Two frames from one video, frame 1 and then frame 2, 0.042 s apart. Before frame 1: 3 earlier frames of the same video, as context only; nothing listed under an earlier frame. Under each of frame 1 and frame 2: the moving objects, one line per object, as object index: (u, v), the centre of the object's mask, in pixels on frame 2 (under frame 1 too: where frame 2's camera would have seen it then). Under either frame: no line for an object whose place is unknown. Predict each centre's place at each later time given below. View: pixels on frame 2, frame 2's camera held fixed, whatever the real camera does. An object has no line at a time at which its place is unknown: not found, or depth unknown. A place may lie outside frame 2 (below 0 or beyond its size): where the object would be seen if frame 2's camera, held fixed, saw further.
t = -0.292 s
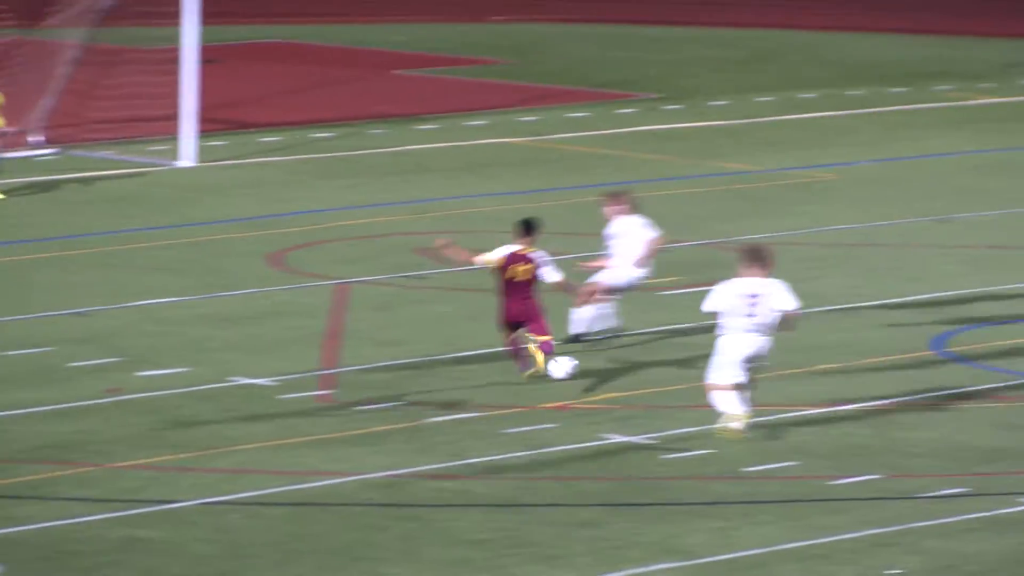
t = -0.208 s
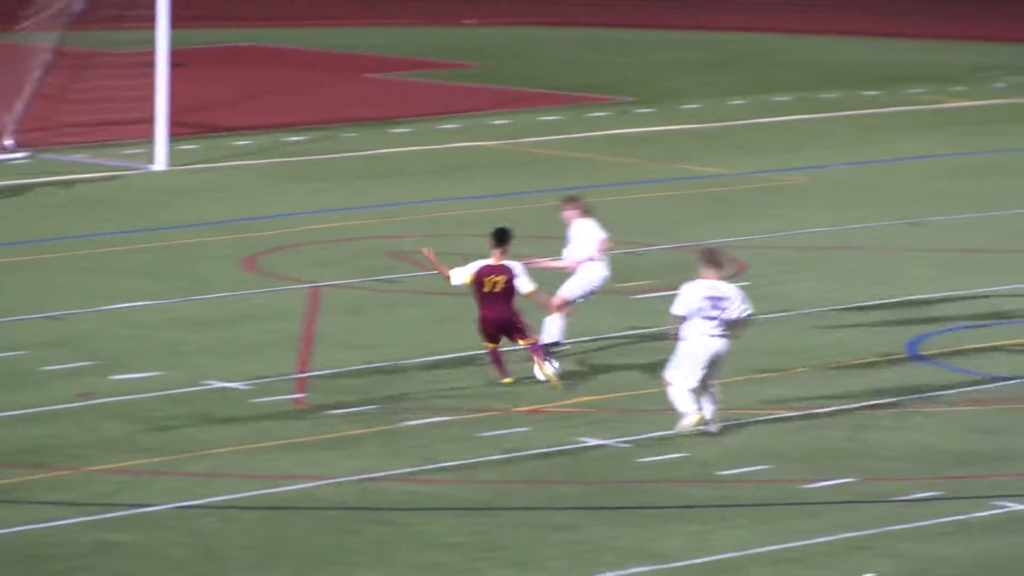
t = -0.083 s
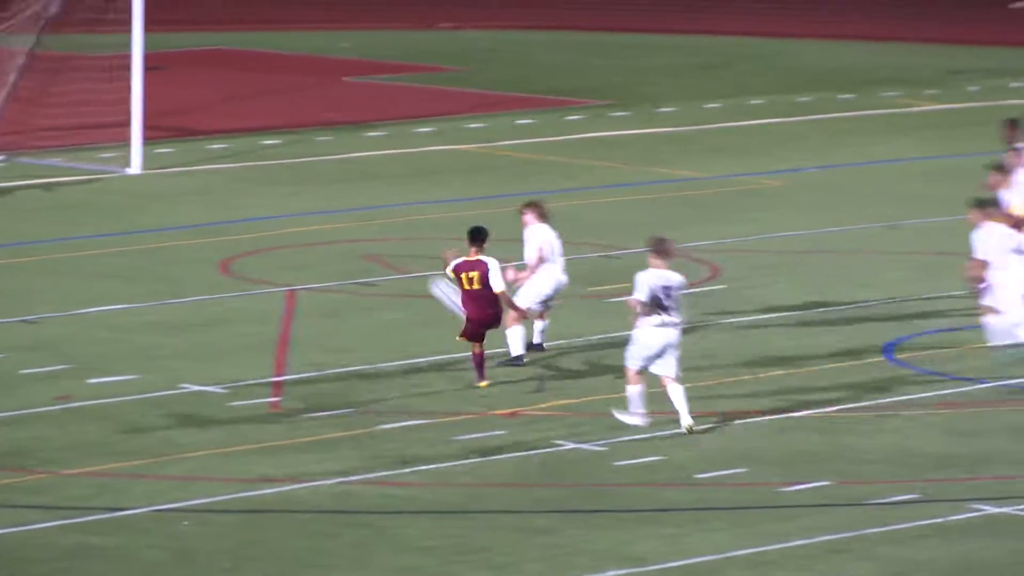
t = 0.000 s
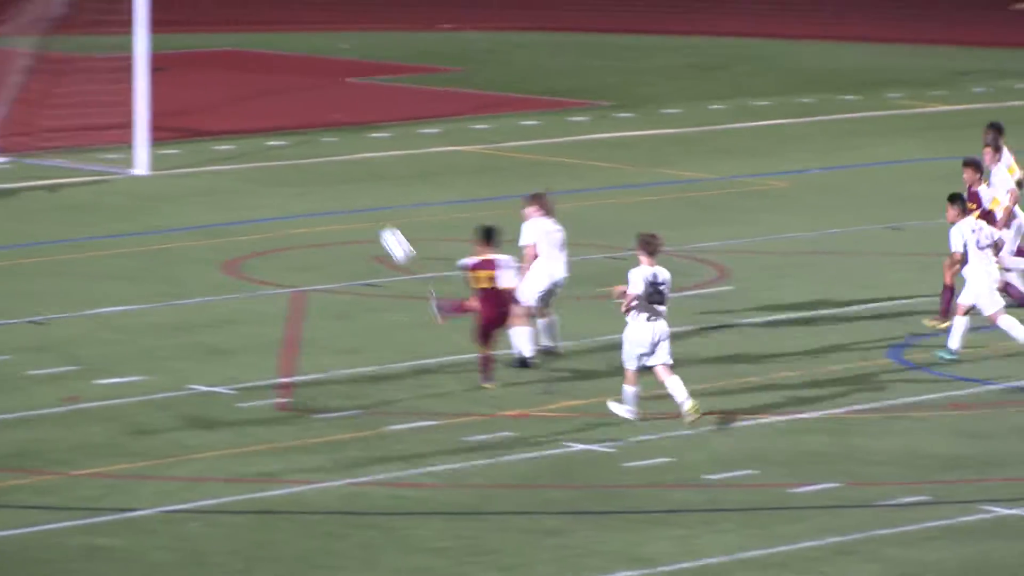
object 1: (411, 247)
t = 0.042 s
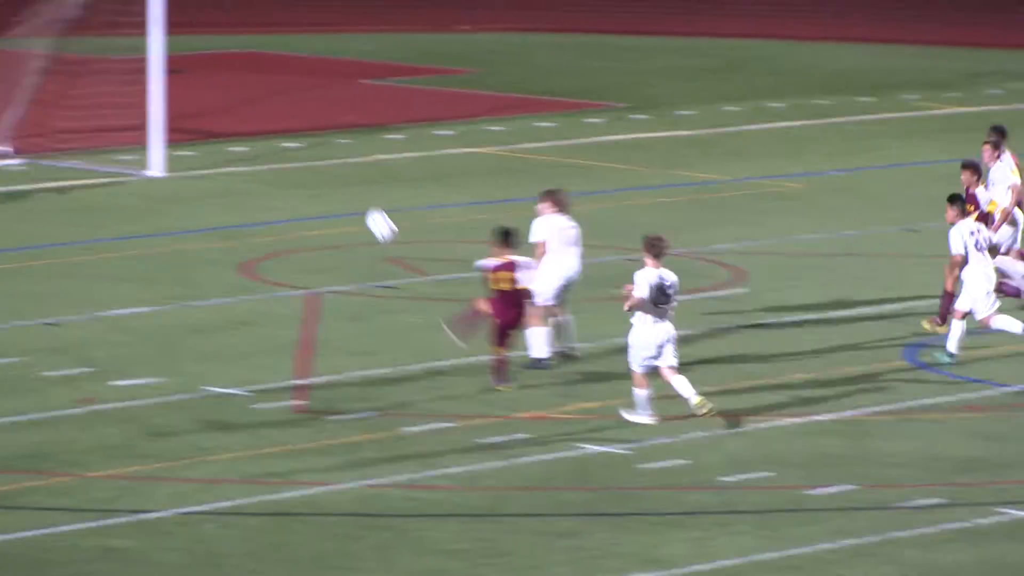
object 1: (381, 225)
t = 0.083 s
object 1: (352, 207)
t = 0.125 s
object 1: (325, 190)
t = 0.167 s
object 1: (301, 177)
